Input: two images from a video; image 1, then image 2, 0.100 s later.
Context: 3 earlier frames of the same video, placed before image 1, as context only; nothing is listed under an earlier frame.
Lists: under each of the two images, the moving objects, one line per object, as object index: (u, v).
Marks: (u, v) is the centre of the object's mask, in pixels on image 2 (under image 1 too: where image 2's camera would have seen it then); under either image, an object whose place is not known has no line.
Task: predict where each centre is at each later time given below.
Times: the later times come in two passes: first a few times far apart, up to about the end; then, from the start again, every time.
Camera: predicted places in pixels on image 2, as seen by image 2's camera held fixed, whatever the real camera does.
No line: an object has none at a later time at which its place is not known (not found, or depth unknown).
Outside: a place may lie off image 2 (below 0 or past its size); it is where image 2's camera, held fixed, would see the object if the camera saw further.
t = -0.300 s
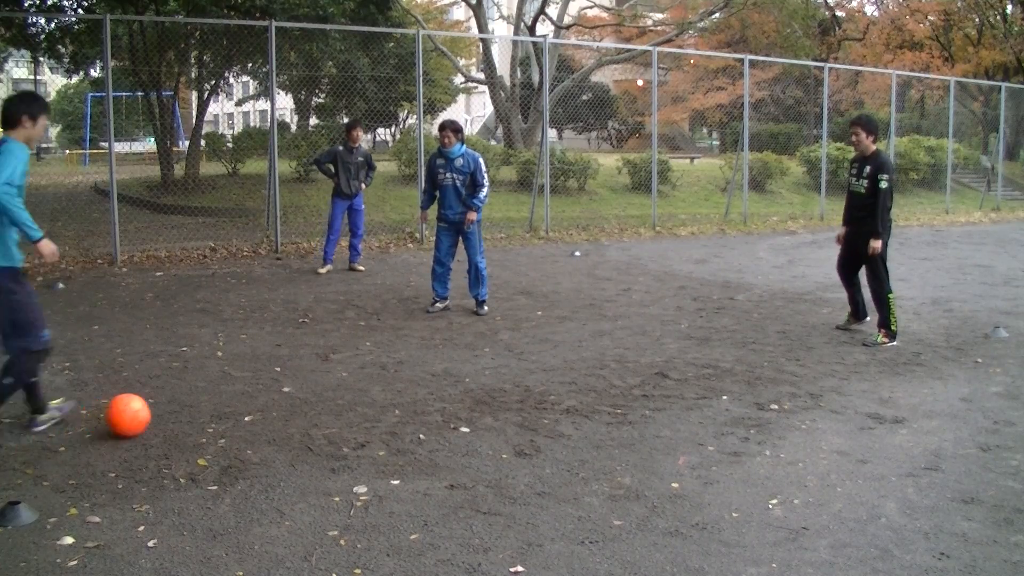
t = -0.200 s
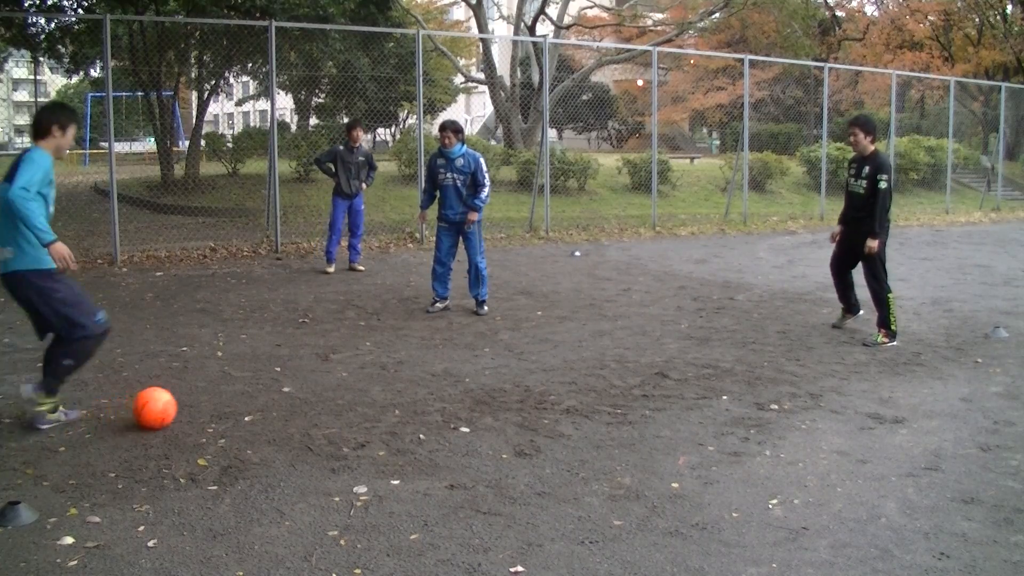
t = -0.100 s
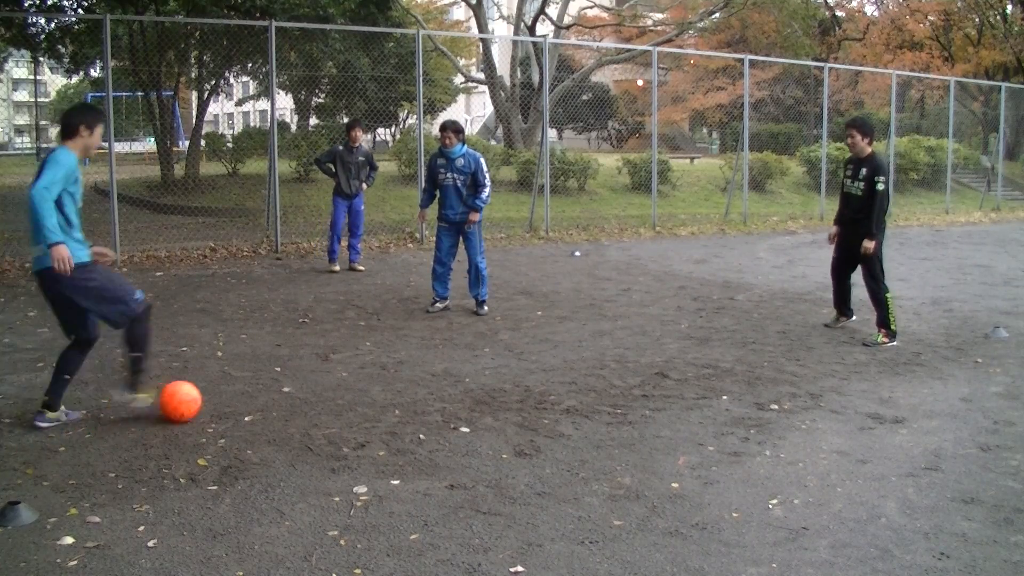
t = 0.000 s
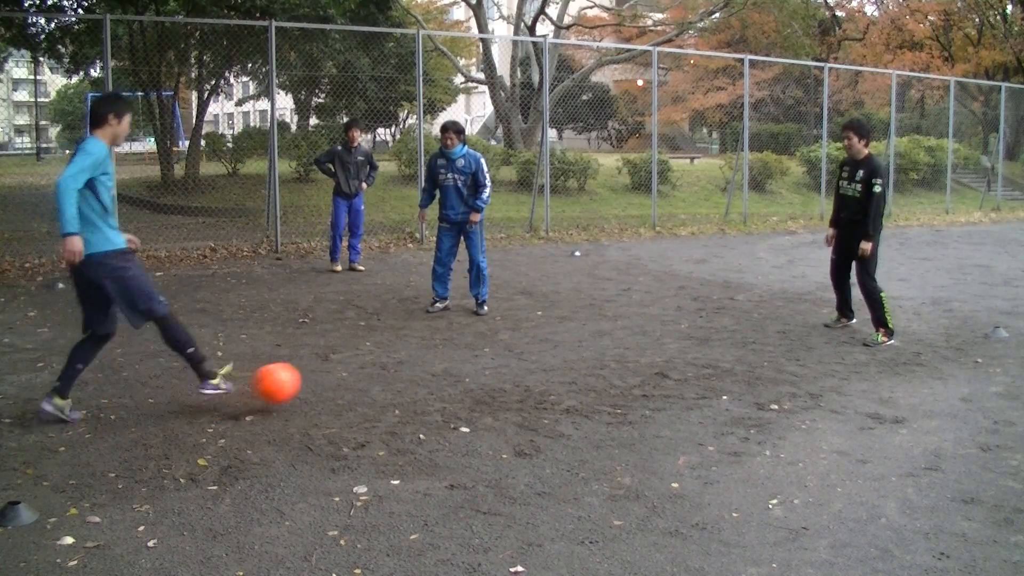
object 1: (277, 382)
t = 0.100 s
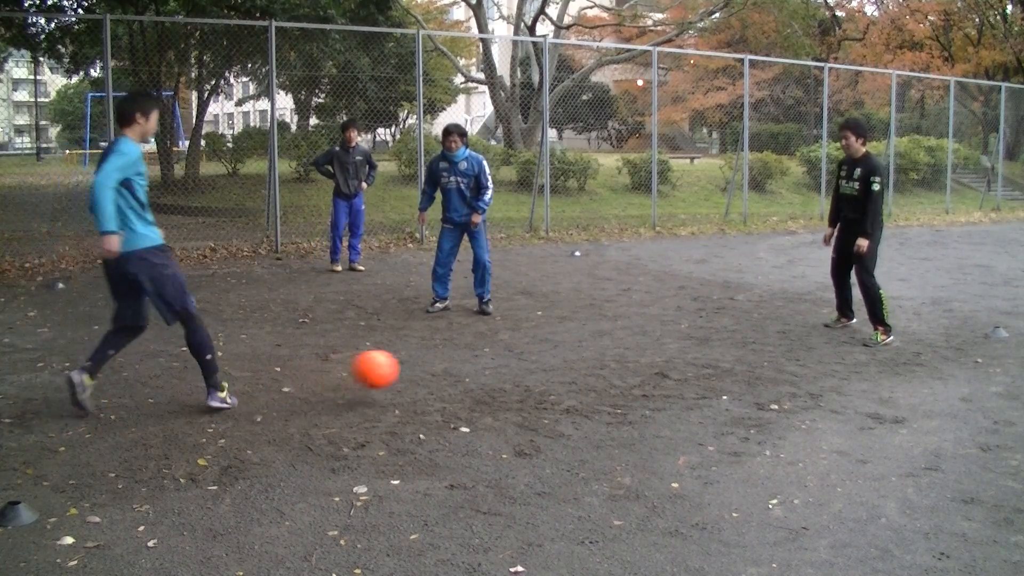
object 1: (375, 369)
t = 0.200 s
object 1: (469, 372)
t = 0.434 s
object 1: (615, 352)
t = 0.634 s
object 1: (709, 333)
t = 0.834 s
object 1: (784, 342)
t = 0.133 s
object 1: (408, 368)
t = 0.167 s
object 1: (439, 369)
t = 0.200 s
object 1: (469, 372)
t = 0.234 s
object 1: (498, 375)
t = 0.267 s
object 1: (519, 367)
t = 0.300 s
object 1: (539, 360)
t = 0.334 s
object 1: (558, 356)
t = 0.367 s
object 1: (578, 352)
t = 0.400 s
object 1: (597, 351)
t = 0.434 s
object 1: (615, 352)
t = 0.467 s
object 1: (633, 354)
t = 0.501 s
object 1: (650, 358)
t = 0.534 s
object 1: (665, 353)
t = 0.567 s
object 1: (680, 344)
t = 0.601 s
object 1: (694, 338)
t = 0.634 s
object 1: (709, 333)
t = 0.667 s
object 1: (722, 331)
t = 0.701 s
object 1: (735, 330)
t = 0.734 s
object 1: (748, 331)
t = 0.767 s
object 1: (760, 333)
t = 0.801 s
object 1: (773, 336)
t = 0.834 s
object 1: (784, 342)
